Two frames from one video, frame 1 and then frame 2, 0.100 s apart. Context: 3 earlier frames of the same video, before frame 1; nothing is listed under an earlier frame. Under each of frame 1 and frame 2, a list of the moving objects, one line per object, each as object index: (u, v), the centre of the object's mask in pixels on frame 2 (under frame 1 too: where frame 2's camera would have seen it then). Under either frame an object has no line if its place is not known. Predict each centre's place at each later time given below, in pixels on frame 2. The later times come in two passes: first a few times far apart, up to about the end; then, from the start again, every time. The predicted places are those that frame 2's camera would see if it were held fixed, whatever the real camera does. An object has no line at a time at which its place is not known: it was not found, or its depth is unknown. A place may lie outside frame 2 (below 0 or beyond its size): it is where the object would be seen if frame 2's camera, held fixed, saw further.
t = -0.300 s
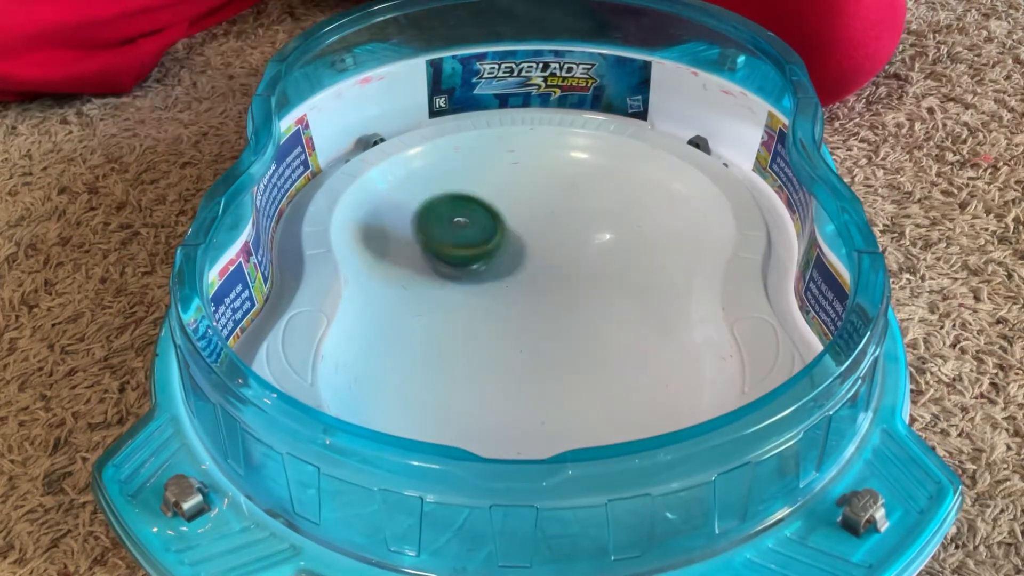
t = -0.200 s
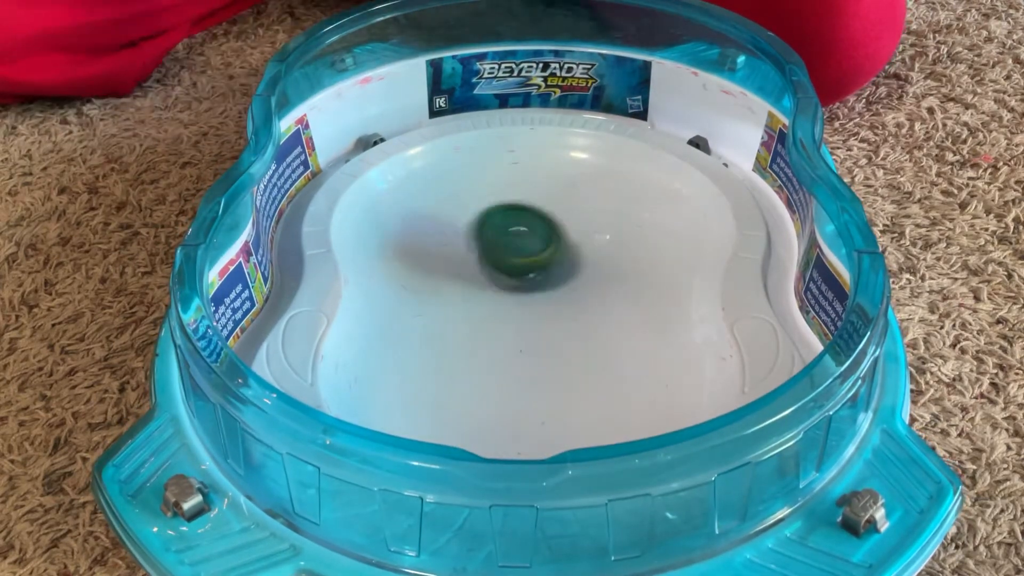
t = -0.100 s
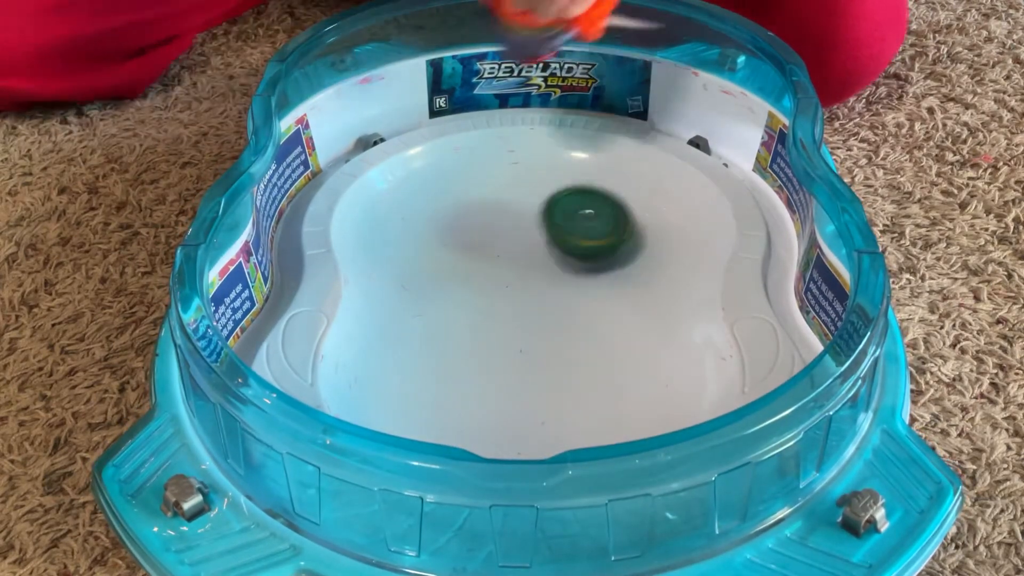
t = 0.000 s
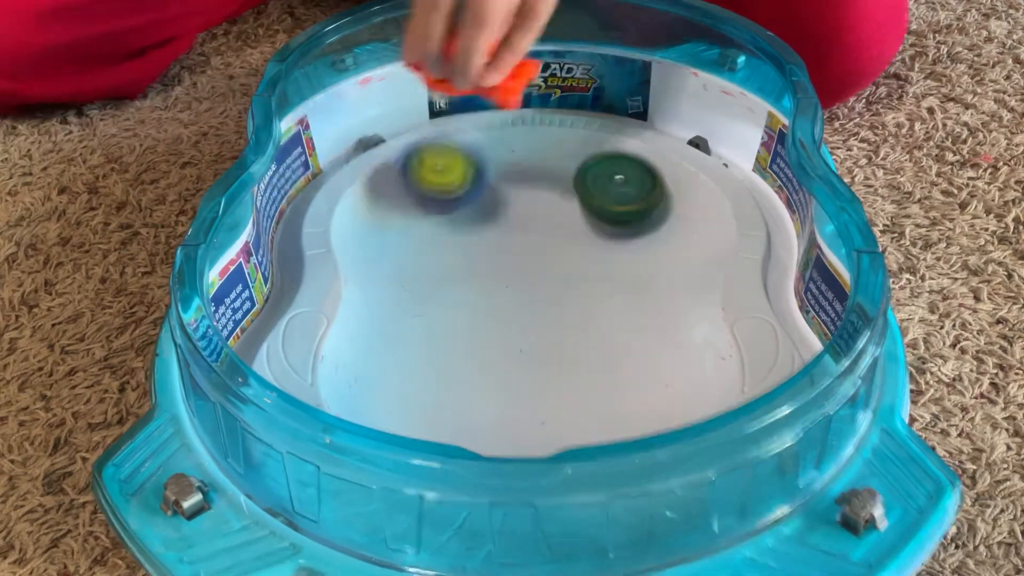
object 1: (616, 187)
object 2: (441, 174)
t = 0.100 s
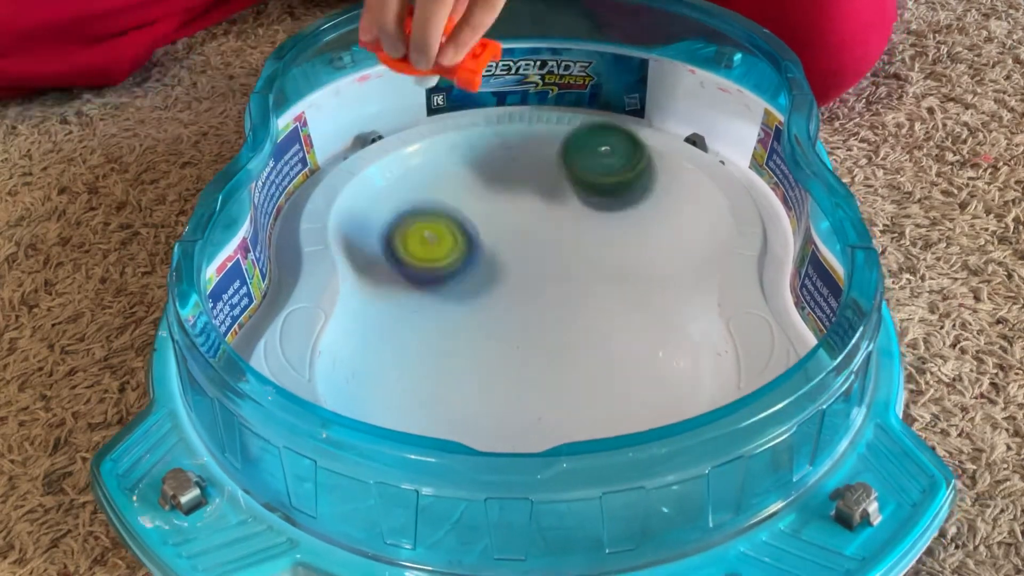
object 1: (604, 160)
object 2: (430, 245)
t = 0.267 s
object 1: (502, 172)
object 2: (587, 357)
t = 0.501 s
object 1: (505, 262)
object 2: (688, 337)
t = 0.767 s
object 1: (629, 187)
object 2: (464, 406)
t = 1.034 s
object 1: (470, 185)
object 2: (525, 309)
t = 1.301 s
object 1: (523, 313)
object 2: (667, 134)
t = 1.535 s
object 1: (626, 331)
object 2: (387, 212)
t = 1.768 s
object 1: (571, 283)
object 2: (551, 421)
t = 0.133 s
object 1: (588, 156)
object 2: (444, 270)
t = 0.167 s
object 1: (571, 157)
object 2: (470, 299)
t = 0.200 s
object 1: (545, 157)
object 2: (506, 326)
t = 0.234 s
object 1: (522, 163)
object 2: (545, 345)
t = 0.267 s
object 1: (502, 172)
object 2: (587, 357)
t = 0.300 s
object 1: (488, 182)
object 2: (633, 364)
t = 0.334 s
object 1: (476, 194)
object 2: (675, 361)
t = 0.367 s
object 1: (470, 208)
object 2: (702, 346)
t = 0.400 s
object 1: (470, 222)
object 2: (715, 336)
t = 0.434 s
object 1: (475, 236)
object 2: (718, 332)
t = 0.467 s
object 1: (486, 248)
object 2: (707, 331)
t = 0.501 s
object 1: (505, 262)
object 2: (688, 337)
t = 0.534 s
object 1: (524, 272)
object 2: (658, 338)
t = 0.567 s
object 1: (547, 283)
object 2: (621, 334)
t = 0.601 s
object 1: (570, 266)
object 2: (589, 342)
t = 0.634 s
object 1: (589, 257)
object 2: (560, 375)
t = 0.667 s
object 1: (607, 236)
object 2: (528, 413)
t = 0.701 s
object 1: (620, 222)
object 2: (506, 417)
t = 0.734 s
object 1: (627, 201)
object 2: (485, 408)
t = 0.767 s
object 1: (629, 187)
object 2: (464, 406)
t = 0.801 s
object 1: (624, 171)
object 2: (450, 406)
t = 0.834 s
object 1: (612, 163)
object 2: (441, 397)
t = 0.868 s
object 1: (593, 154)
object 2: (438, 390)
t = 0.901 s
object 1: (569, 151)
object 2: (445, 371)
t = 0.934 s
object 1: (544, 152)
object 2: (459, 351)
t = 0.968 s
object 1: (515, 160)
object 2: (477, 336)
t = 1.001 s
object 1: (491, 170)
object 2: (500, 321)
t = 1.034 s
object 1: (470, 185)
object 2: (525, 309)
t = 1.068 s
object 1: (457, 199)
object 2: (554, 297)
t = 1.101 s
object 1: (447, 216)
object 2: (585, 283)
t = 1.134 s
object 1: (447, 230)
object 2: (614, 264)
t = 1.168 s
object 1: (452, 247)
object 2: (641, 245)
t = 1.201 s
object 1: (464, 262)
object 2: (666, 223)
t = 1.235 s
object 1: (482, 282)
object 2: (682, 192)
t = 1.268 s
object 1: (501, 299)
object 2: (683, 162)
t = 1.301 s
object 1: (523, 313)
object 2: (667, 134)
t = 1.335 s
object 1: (544, 326)
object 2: (640, 120)
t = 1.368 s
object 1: (567, 335)
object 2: (607, 119)
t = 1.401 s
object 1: (587, 340)
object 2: (564, 129)
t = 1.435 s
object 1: (606, 342)
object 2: (518, 144)
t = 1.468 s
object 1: (616, 339)
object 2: (470, 162)
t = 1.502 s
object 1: (625, 335)
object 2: (425, 186)
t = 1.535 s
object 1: (626, 331)
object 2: (387, 212)
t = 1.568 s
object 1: (623, 321)
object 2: (373, 232)
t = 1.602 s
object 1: (618, 316)
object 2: (376, 255)
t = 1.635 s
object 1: (609, 305)
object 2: (380, 295)
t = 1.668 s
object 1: (602, 300)
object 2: (393, 344)
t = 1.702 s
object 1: (589, 293)
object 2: (428, 394)
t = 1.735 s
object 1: (581, 288)
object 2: (489, 421)
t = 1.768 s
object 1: (571, 283)
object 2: (551, 421)
